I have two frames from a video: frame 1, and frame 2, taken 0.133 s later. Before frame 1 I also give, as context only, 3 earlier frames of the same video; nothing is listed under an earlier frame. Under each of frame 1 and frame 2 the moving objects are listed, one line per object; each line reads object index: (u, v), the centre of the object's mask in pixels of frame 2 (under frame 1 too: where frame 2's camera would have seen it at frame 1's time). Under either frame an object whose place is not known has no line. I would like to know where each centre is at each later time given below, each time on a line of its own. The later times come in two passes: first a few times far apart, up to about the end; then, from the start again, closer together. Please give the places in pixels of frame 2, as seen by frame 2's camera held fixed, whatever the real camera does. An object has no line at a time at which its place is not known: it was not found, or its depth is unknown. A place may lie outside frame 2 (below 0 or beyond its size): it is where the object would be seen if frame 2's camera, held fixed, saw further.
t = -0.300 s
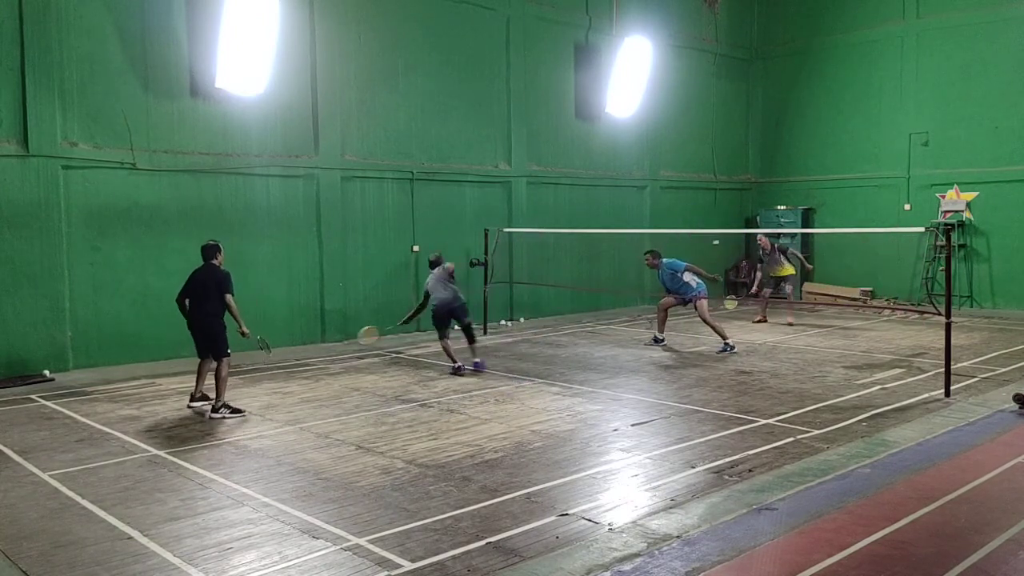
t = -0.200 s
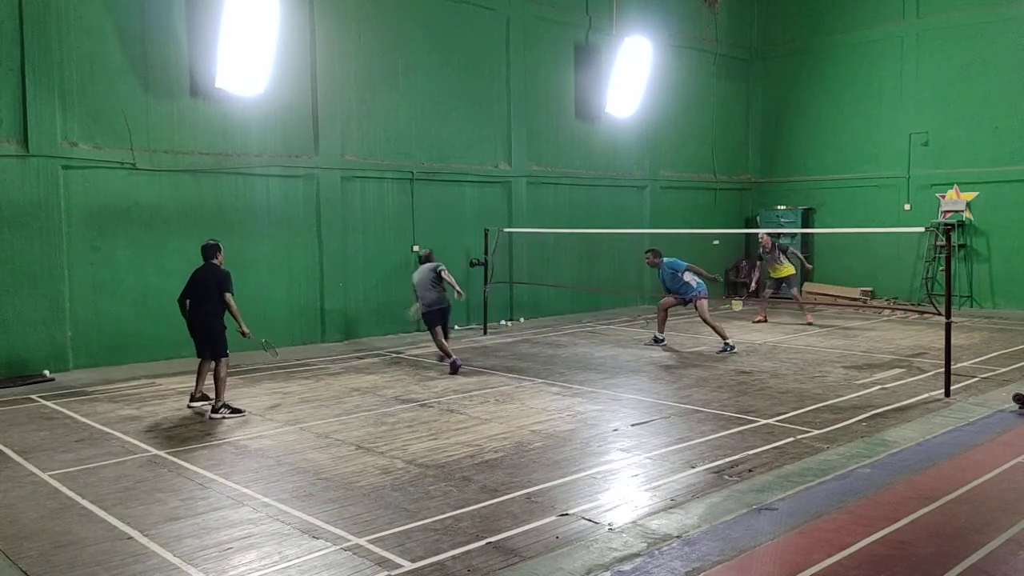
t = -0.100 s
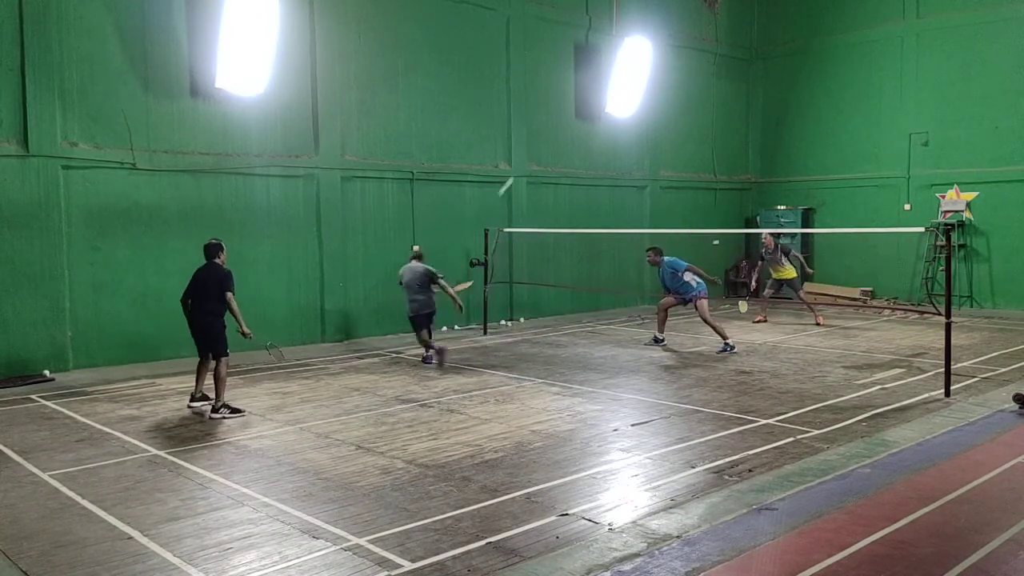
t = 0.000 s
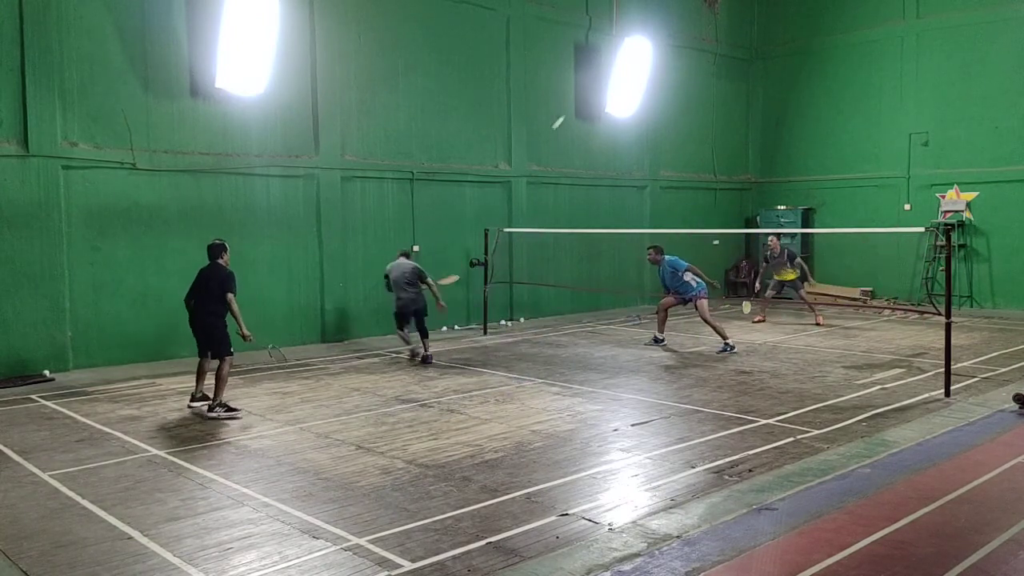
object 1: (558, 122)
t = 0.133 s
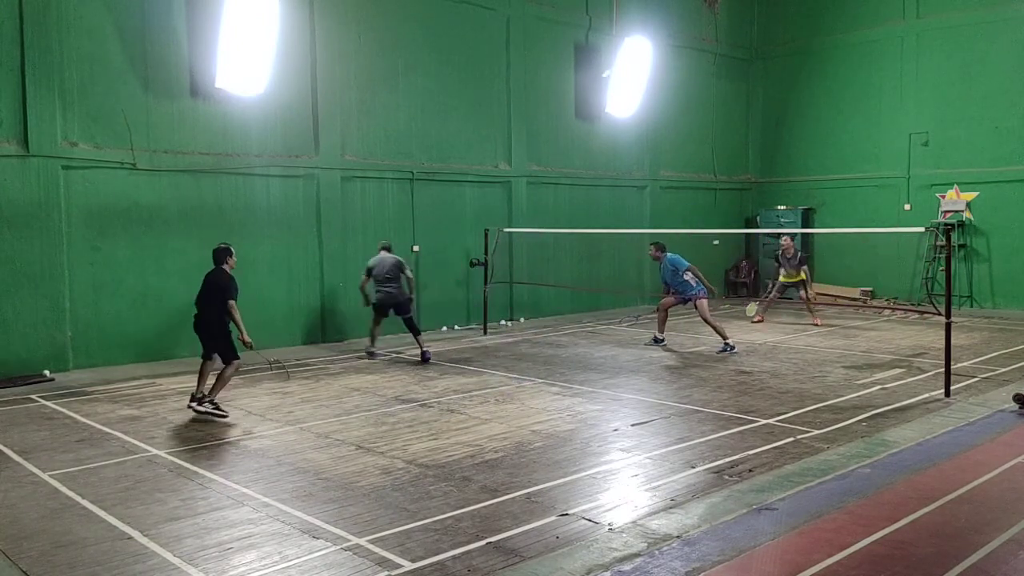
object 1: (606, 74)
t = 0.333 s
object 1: (656, 40)
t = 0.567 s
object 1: (699, 39)
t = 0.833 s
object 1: (735, 75)
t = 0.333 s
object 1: (656, 40)
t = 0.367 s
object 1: (664, 38)
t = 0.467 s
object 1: (682, 36)
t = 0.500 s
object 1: (688, 36)
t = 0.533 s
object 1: (694, 38)
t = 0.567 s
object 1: (699, 39)
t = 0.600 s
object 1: (704, 42)
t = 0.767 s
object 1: (727, 63)
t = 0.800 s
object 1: (731, 69)
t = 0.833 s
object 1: (735, 75)
